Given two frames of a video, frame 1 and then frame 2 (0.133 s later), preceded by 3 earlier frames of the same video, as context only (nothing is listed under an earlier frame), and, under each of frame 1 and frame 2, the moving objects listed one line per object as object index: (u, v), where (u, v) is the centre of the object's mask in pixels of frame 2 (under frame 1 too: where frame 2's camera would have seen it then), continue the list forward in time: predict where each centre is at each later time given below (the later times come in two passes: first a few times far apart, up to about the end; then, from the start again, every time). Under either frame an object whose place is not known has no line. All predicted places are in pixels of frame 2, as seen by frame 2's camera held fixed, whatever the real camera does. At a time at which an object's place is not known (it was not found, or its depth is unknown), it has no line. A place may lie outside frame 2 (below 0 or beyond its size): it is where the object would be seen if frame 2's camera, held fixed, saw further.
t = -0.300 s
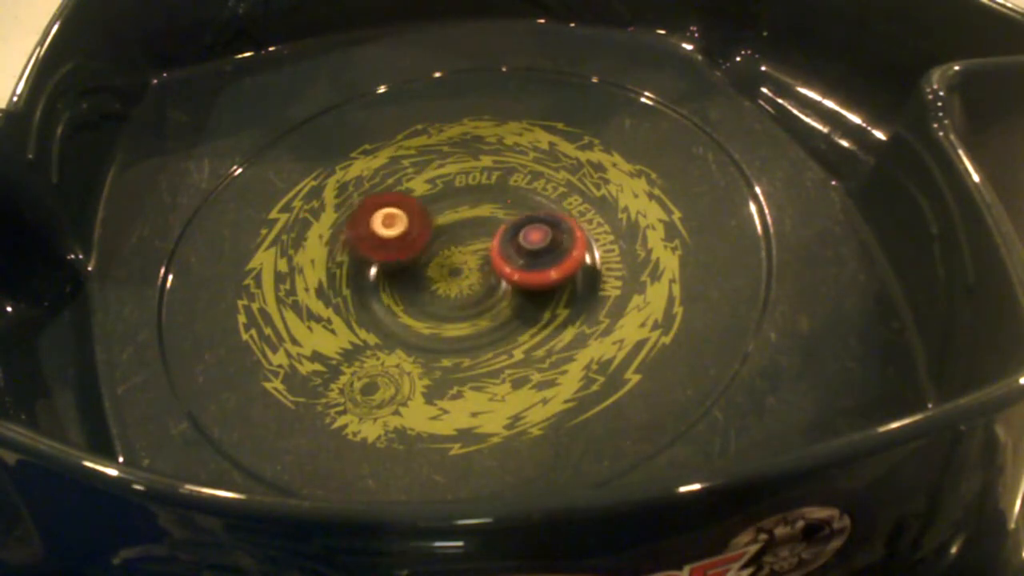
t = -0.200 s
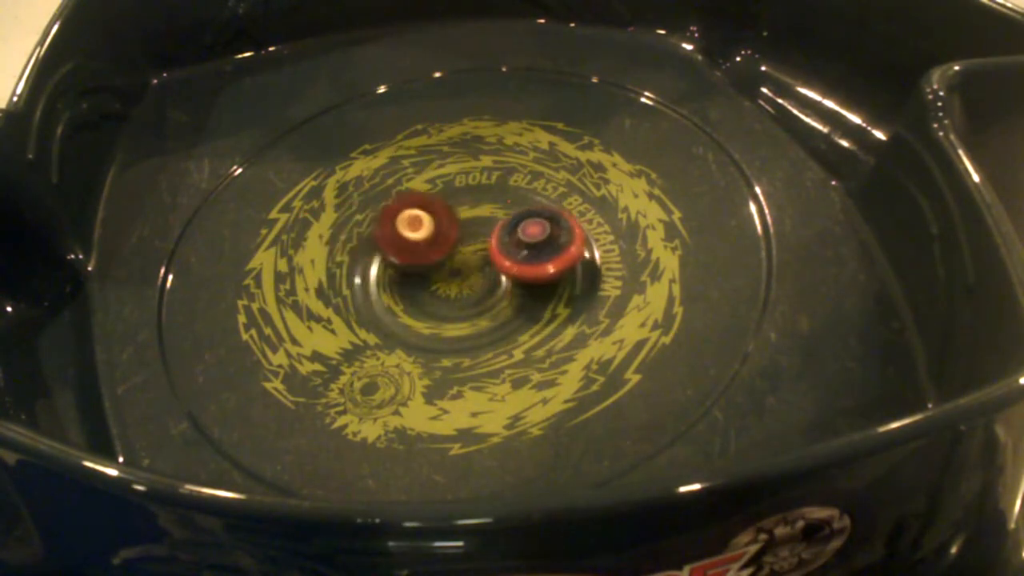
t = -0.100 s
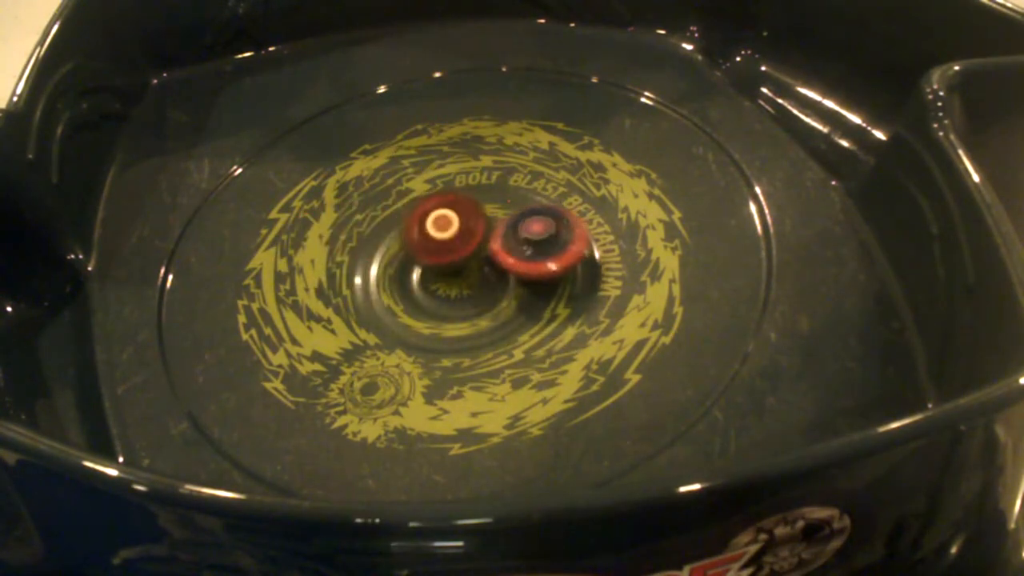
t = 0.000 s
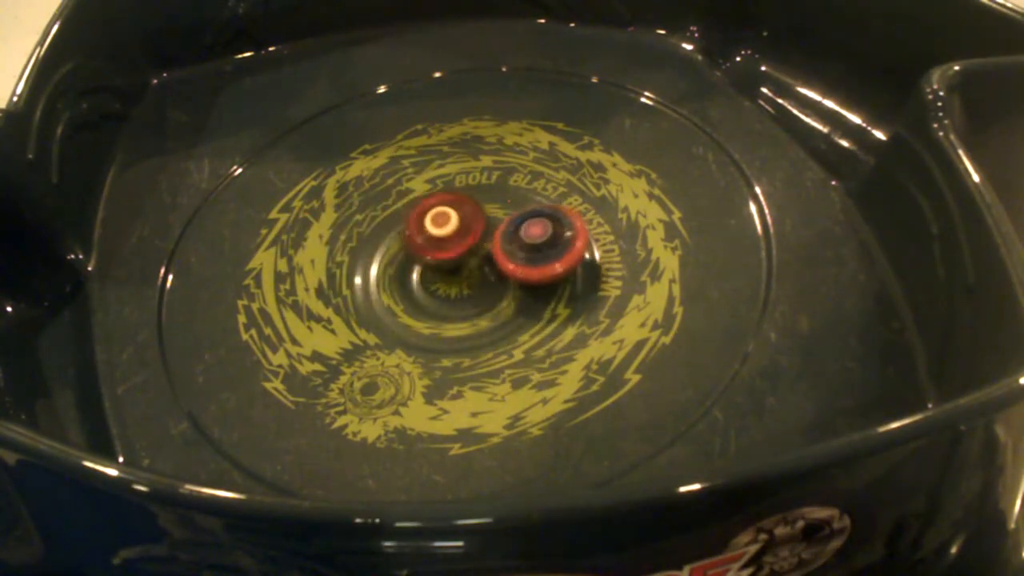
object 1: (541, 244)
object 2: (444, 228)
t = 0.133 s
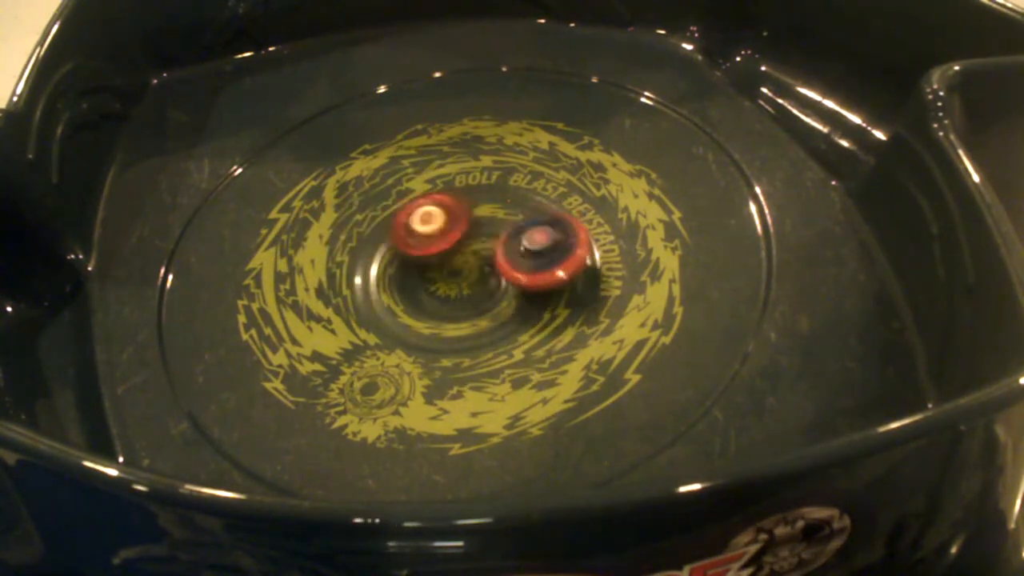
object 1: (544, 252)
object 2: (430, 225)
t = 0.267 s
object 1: (534, 257)
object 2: (418, 224)
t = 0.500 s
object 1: (504, 267)
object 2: (413, 227)
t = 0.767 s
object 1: (491, 265)
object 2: (359, 239)
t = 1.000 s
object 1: (472, 250)
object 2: (367, 243)
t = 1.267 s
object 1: (481, 231)
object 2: (375, 217)
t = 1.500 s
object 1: (499, 230)
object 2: (406, 214)
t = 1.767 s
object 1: (514, 251)
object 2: (414, 249)
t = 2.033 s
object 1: (496, 268)
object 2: (397, 271)
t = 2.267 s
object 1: (541, 269)
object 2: (255, 238)
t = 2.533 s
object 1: (544, 260)
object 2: (229, 198)
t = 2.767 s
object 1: (534, 237)
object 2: (308, 170)
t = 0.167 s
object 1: (547, 254)
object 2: (423, 225)
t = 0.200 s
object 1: (545, 256)
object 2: (420, 225)
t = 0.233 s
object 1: (542, 257)
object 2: (418, 224)
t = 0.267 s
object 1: (534, 257)
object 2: (418, 224)
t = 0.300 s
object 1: (529, 257)
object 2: (418, 223)
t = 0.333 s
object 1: (523, 260)
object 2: (418, 223)
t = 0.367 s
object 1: (521, 263)
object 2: (418, 224)
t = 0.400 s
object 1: (517, 265)
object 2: (417, 224)
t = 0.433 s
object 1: (513, 266)
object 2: (416, 224)
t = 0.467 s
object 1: (508, 266)
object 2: (415, 225)
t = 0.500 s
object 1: (504, 267)
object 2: (413, 227)
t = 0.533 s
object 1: (499, 267)
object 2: (410, 228)
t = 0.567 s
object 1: (493, 266)
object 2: (408, 231)
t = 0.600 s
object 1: (487, 263)
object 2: (405, 235)
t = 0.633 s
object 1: (494, 268)
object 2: (392, 234)
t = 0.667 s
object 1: (499, 270)
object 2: (378, 235)
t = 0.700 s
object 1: (499, 271)
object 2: (369, 237)
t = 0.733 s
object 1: (496, 269)
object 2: (361, 237)
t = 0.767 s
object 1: (491, 265)
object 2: (359, 239)
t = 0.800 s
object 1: (488, 263)
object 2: (362, 245)
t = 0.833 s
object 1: (485, 263)
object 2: (367, 250)
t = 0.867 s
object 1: (481, 261)
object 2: (370, 251)
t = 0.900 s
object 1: (479, 259)
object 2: (369, 250)
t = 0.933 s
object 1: (476, 256)
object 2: (367, 247)
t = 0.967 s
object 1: (474, 253)
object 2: (367, 245)
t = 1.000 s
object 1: (472, 250)
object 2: (367, 243)
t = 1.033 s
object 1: (471, 247)
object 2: (368, 242)
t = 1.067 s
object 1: (470, 244)
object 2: (369, 240)
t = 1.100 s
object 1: (469, 241)
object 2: (370, 237)
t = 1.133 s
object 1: (469, 238)
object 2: (372, 234)
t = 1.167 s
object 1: (468, 236)
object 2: (374, 229)
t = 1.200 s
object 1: (469, 234)
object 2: (375, 225)
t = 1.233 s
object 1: (476, 232)
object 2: (373, 219)
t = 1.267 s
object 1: (481, 231)
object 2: (375, 217)
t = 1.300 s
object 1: (484, 231)
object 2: (380, 218)
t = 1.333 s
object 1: (487, 230)
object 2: (384, 217)
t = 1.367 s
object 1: (490, 229)
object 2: (389, 214)
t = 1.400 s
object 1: (492, 229)
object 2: (394, 212)
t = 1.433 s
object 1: (495, 229)
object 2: (399, 211)
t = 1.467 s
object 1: (497, 229)
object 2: (402, 212)
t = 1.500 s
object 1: (499, 230)
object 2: (406, 214)
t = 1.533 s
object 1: (501, 231)
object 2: (408, 217)
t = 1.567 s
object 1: (502, 233)
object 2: (411, 220)
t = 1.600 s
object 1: (508, 237)
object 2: (410, 225)
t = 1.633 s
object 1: (513, 240)
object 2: (409, 233)
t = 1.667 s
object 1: (515, 243)
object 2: (413, 241)
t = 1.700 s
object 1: (515, 245)
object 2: (412, 245)
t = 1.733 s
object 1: (515, 249)
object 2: (413, 246)
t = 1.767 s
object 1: (514, 251)
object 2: (414, 249)
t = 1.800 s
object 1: (512, 254)
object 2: (416, 253)
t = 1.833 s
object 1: (510, 256)
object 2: (418, 256)
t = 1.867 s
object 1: (509, 258)
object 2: (416, 259)
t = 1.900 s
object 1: (507, 261)
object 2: (414, 262)
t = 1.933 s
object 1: (508, 263)
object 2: (409, 263)
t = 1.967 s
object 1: (507, 265)
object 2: (400, 266)
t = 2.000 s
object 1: (502, 267)
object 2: (397, 268)
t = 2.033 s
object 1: (496, 268)
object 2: (397, 271)
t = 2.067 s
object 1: (501, 265)
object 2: (373, 269)
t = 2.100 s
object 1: (512, 264)
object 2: (342, 263)
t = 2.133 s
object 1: (520, 264)
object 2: (319, 256)
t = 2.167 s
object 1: (528, 267)
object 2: (300, 251)
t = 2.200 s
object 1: (537, 269)
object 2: (284, 247)
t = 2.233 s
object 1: (541, 270)
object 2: (269, 244)
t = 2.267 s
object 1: (541, 269)
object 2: (255, 238)
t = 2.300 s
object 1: (539, 267)
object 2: (243, 233)
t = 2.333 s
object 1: (538, 266)
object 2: (233, 226)
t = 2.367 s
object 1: (537, 266)
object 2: (225, 221)
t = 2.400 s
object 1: (536, 265)
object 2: (221, 215)
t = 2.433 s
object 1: (537, 263)
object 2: (220, 210)
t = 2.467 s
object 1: (537, 262)
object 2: (222, 206)
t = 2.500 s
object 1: (541, 260)
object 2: (225, 202)
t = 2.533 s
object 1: (544, 260)
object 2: (229, 198)
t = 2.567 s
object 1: (545, 257)
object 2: (234, 194)
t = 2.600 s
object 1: (545, 253)
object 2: (241, 190)
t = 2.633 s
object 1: (543, 249)
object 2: (251, 186)
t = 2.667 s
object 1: (540, 245)
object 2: (262, 183)
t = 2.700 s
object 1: (538, 241)
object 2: (277, 177)
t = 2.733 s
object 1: (534, 239)
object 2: (290, 172)
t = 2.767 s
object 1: (534, 237)
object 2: (308, 170)
